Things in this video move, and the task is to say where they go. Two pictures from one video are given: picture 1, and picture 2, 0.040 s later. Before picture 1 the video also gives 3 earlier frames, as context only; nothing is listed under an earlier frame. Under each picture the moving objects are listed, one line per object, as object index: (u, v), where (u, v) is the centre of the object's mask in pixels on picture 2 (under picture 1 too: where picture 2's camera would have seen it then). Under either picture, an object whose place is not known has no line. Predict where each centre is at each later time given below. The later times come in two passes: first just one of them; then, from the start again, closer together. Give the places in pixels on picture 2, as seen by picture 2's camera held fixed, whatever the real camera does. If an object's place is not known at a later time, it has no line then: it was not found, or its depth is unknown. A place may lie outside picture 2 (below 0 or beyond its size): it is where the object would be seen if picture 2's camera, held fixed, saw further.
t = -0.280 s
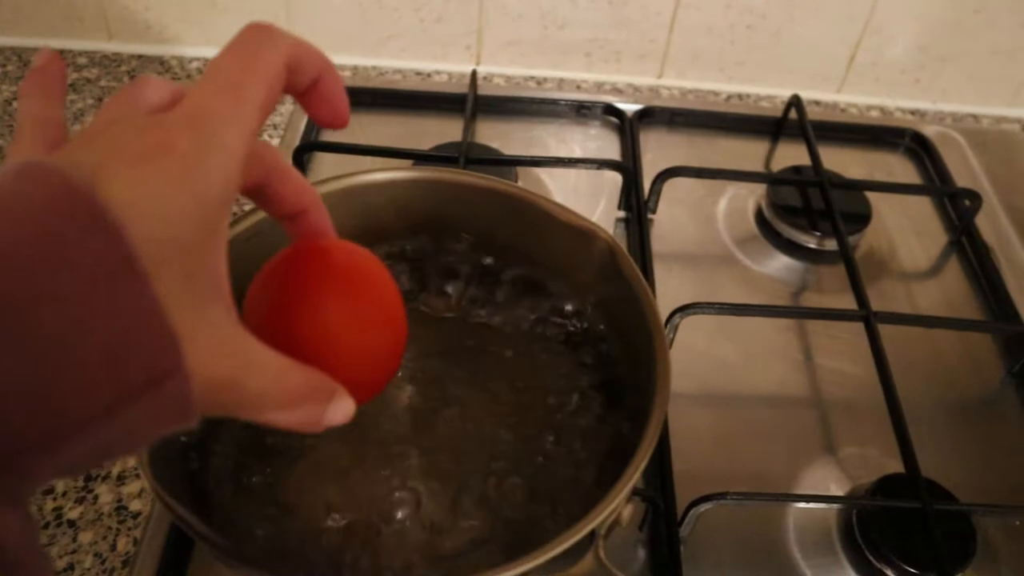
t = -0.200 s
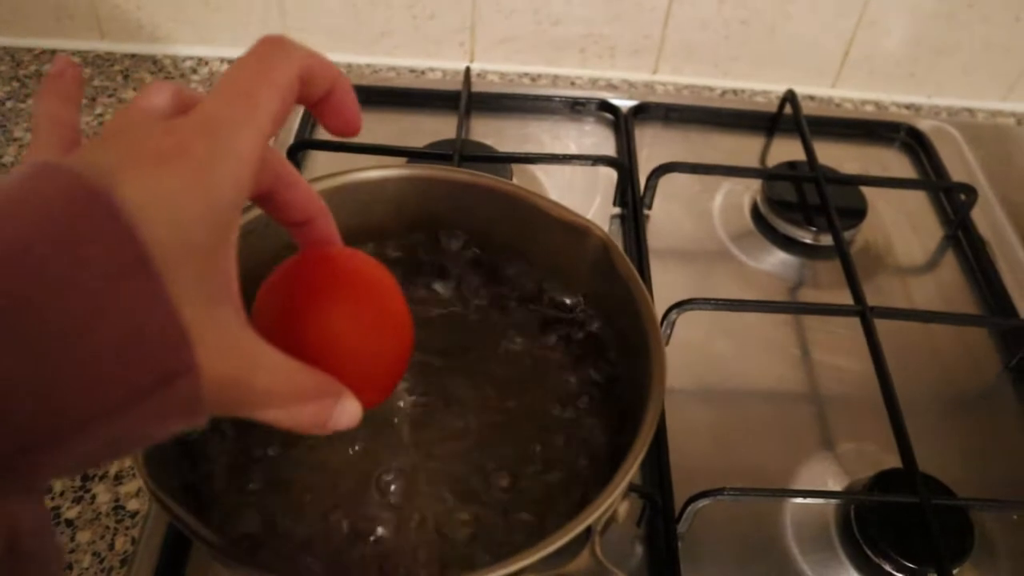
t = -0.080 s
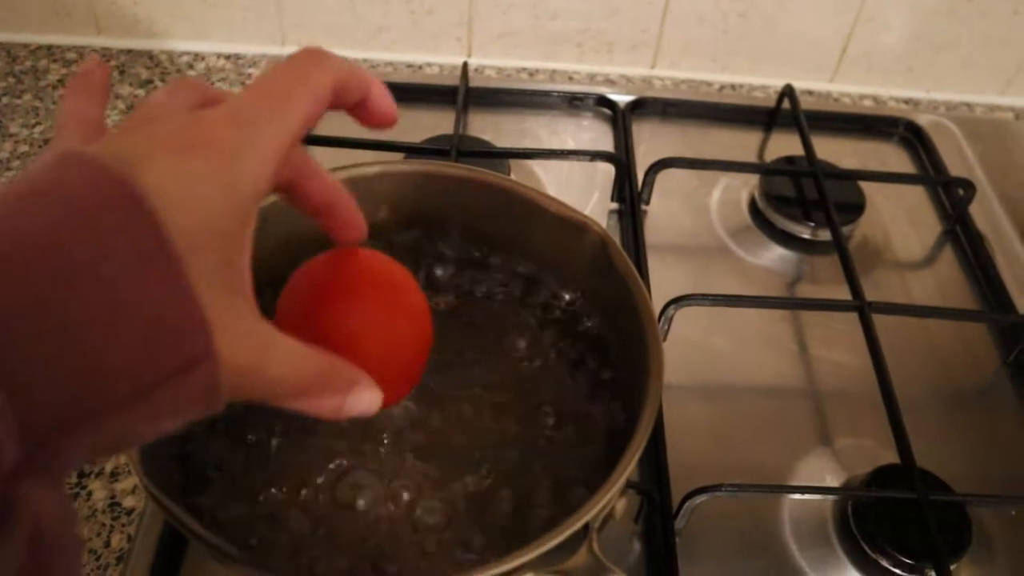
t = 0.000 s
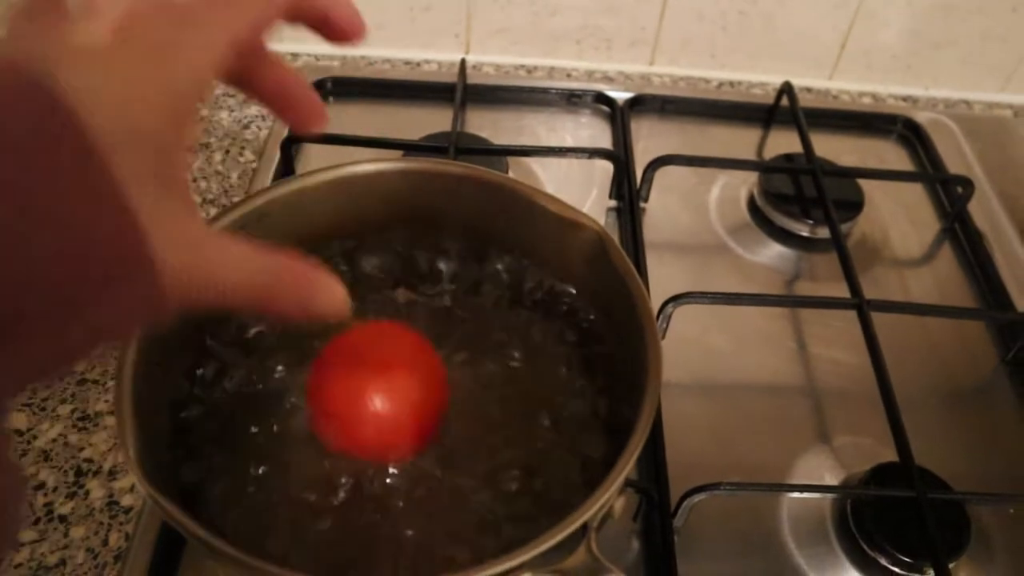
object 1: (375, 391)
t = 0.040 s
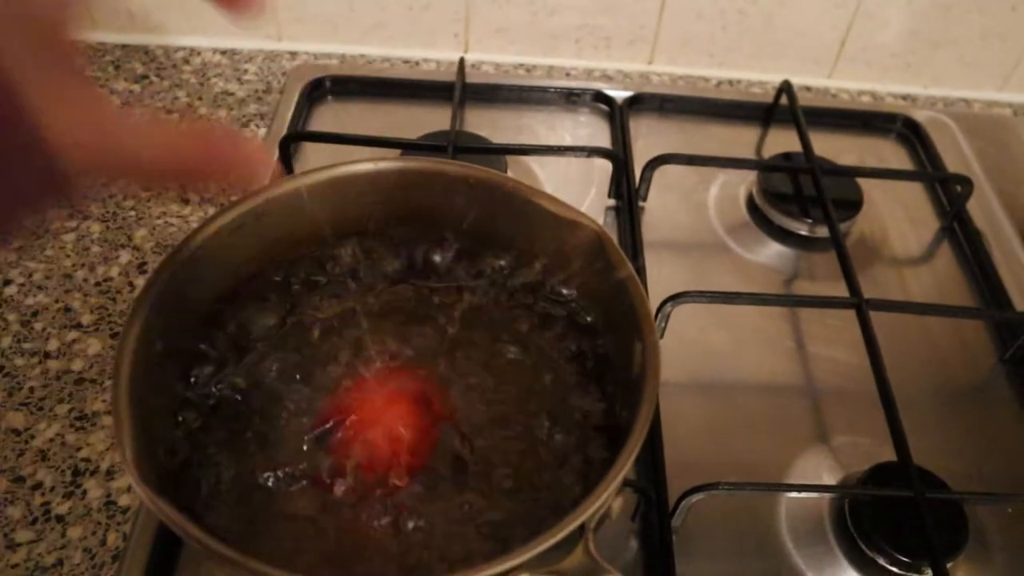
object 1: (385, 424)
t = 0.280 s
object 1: (425, 395)
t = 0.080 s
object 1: (389, 404)
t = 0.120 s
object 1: (397, 391)
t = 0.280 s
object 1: (425, 395)
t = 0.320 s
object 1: (428, 392)
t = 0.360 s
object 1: (432, 386)
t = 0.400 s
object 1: (438, 379)
